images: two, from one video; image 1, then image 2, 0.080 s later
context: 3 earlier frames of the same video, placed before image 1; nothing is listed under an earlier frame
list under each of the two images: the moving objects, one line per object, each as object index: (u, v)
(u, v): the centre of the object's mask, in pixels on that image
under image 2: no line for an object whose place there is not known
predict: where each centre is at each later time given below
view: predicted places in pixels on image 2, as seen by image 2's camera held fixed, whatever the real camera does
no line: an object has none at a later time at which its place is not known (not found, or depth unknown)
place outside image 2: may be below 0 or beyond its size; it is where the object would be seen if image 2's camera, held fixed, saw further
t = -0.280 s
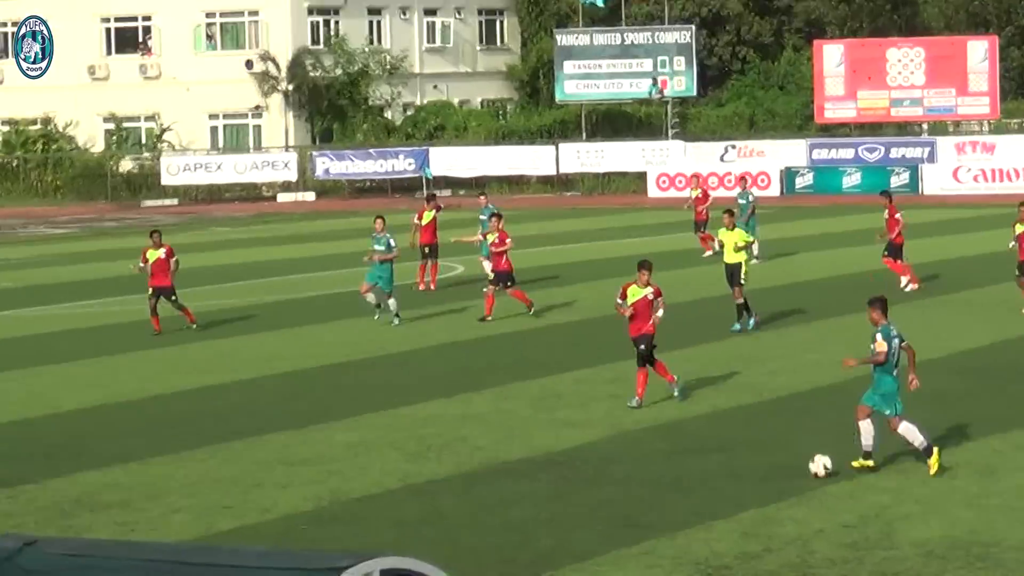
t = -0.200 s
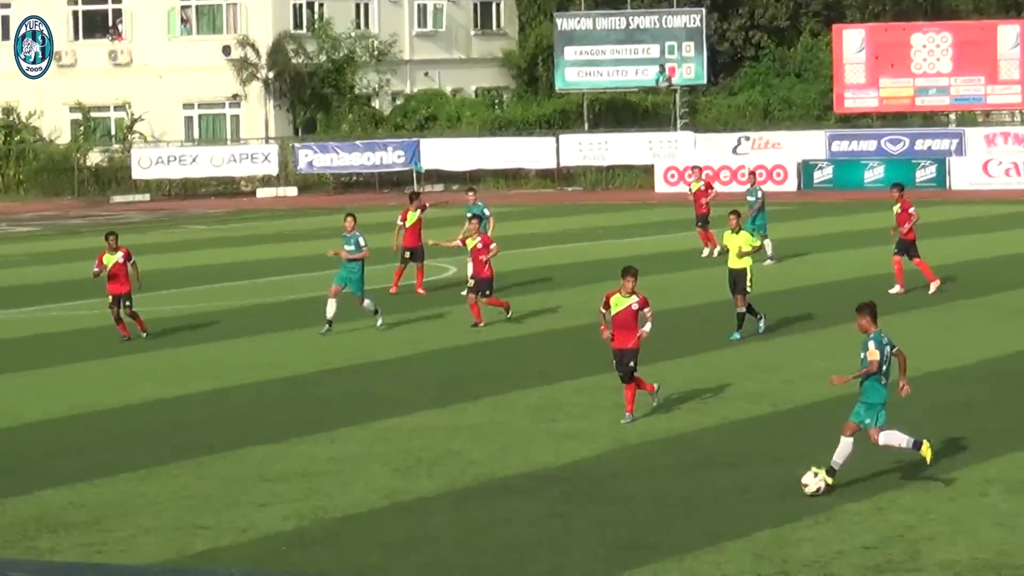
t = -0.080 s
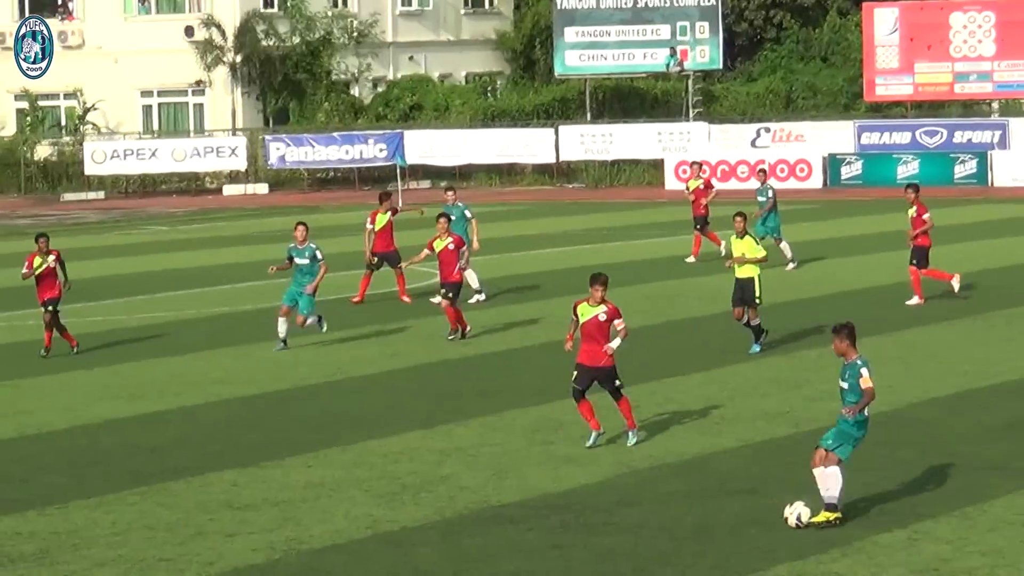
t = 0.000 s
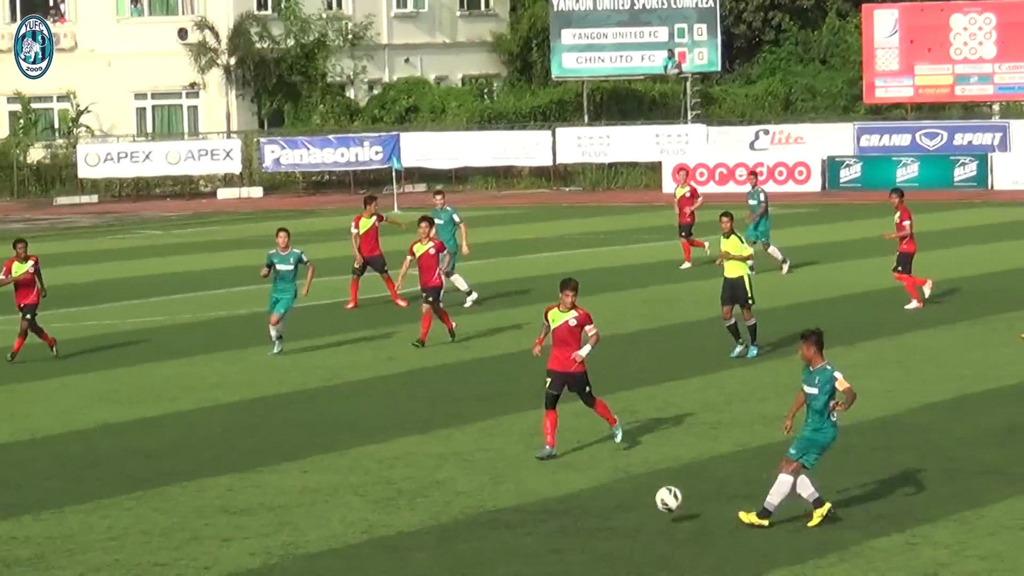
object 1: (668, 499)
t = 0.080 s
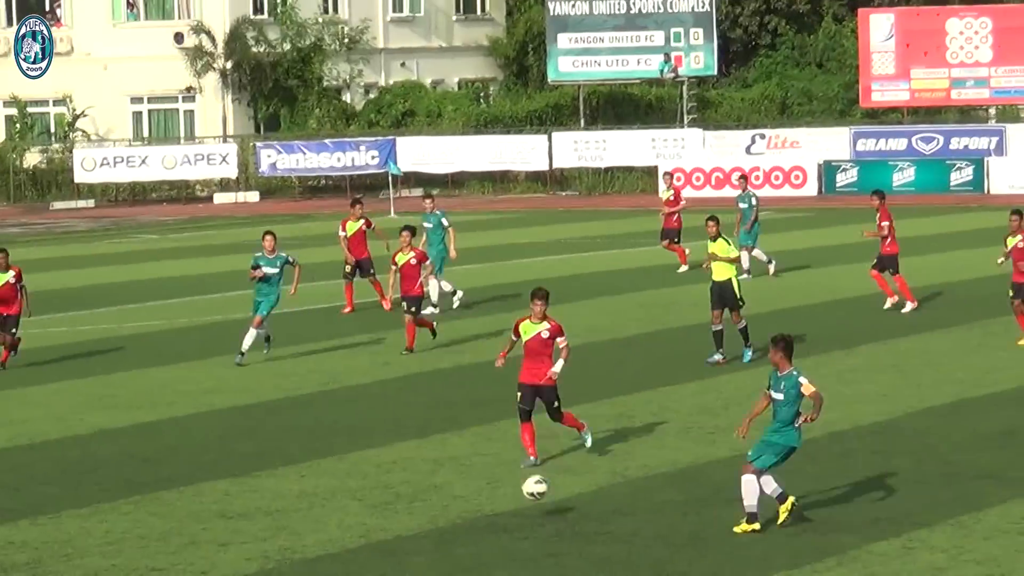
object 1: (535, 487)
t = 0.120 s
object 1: (472, 482)
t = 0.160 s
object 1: (414, 477)
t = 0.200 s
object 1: (358, 475)
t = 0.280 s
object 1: (254, 476)
